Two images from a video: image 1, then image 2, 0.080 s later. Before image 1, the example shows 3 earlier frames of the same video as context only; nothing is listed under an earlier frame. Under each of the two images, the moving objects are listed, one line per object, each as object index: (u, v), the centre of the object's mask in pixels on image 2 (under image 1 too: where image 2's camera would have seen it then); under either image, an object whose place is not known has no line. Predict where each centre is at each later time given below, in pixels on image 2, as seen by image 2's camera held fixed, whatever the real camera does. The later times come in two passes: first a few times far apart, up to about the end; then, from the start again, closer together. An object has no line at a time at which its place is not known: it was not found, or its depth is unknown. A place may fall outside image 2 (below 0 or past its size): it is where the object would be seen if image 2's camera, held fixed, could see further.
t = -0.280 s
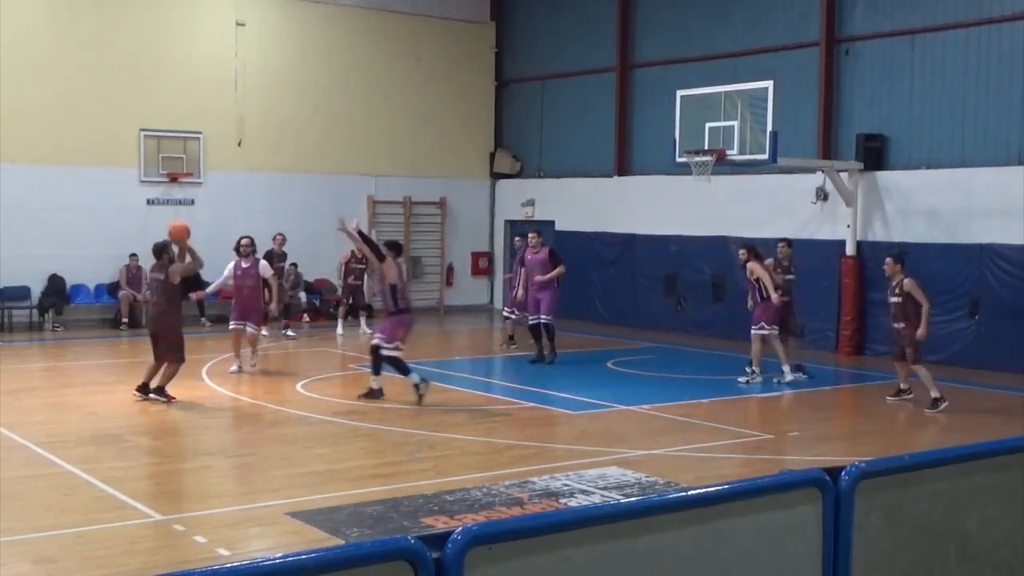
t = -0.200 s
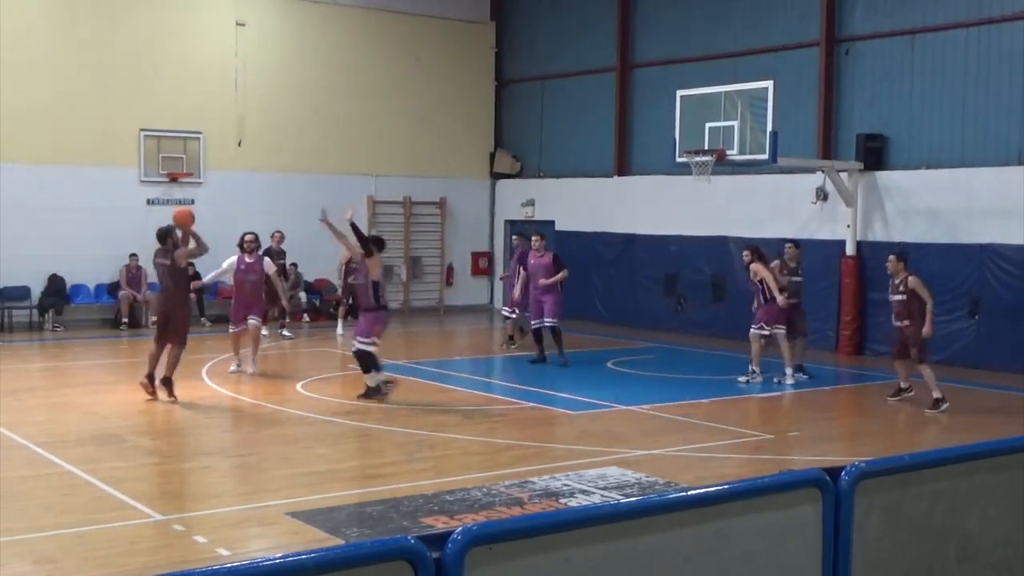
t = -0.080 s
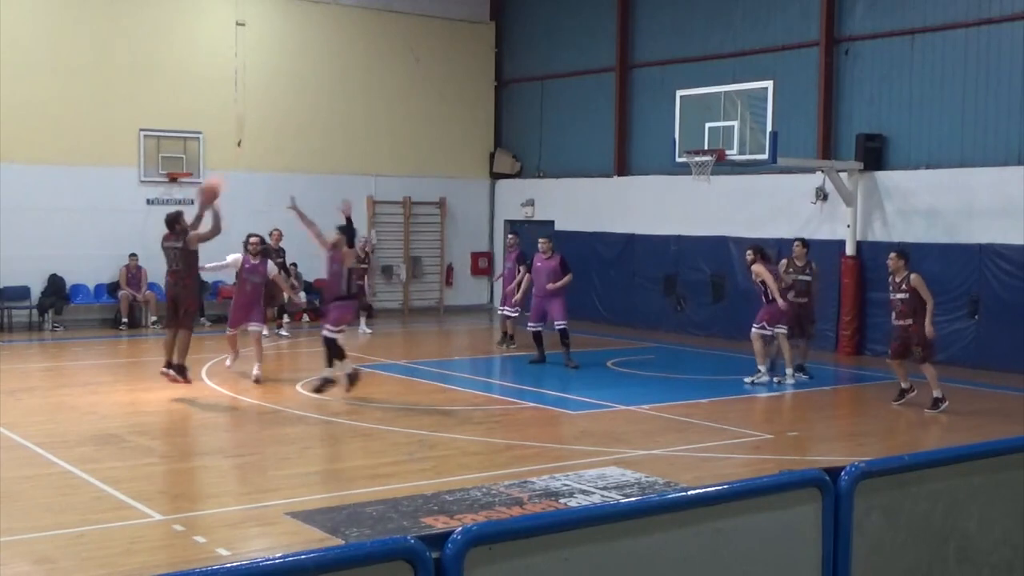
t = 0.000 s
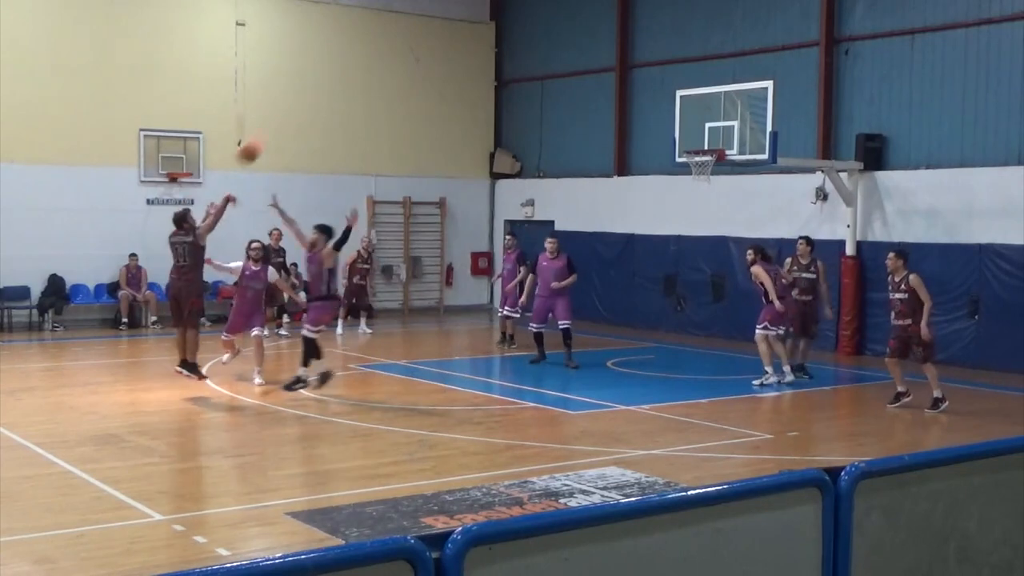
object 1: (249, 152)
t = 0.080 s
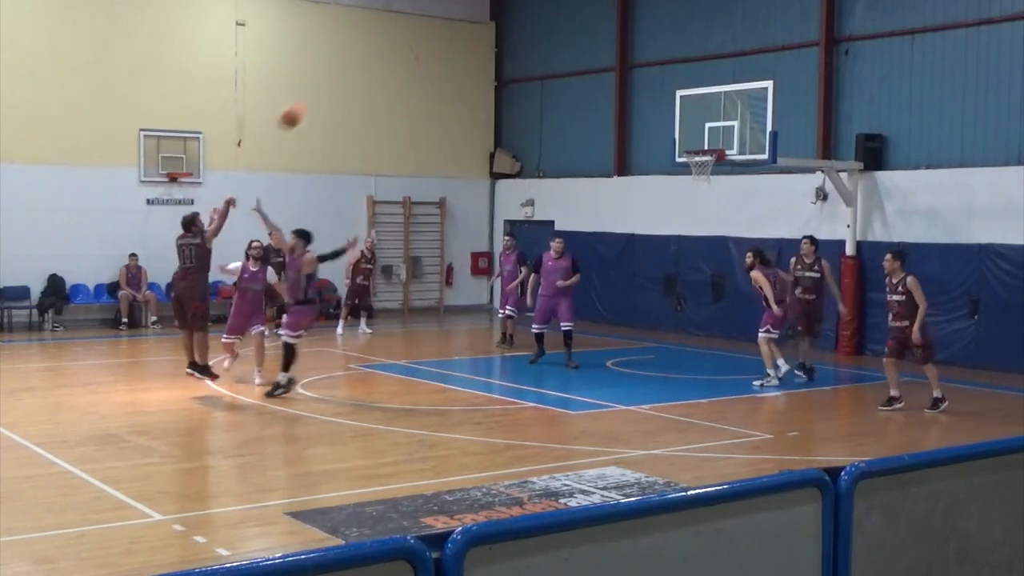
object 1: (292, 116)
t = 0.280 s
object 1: (388, 57)
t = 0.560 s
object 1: (509, 33)
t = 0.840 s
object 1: (616, 67)
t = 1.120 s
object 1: (708, 155)
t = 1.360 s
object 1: (676, 196)
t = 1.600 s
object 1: (642, 263)
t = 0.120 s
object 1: (311, 102)
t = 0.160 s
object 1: (331, 88)
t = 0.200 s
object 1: (350, 77)
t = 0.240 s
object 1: (369, 66)
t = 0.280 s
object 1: (388, 57)
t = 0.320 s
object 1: (405, 49)
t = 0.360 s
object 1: (424, 43)
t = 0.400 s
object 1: (442, 39)
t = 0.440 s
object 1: (459, 35)
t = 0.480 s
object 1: (476, 33)
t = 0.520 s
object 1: (493, 32)
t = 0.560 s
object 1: (509, 33)
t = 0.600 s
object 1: (526, 34)
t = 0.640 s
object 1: (542, 37)
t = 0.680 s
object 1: (557, 41)
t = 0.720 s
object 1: (572, 46)
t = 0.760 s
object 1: (588, 52)
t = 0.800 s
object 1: (602, 60)
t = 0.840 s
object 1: (616, 67)
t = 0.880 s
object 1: (630, 77)
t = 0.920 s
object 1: (645, 88)
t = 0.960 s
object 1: (658, 99)
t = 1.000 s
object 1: (671, 111)
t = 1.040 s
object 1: (686, 125)
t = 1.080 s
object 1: (698, 139)
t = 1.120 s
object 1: (708, 155)
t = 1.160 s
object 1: (706, 164)
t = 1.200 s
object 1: (699, 171)
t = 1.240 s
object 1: (693, 177)
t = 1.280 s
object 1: (687, 182)
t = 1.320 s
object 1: (682, 188)
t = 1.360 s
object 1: (676, 196)
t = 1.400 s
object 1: (671, 204)
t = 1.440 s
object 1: (666, 213)
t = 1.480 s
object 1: (660, 224)
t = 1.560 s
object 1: (648, 249)
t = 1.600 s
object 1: (642, 263)
